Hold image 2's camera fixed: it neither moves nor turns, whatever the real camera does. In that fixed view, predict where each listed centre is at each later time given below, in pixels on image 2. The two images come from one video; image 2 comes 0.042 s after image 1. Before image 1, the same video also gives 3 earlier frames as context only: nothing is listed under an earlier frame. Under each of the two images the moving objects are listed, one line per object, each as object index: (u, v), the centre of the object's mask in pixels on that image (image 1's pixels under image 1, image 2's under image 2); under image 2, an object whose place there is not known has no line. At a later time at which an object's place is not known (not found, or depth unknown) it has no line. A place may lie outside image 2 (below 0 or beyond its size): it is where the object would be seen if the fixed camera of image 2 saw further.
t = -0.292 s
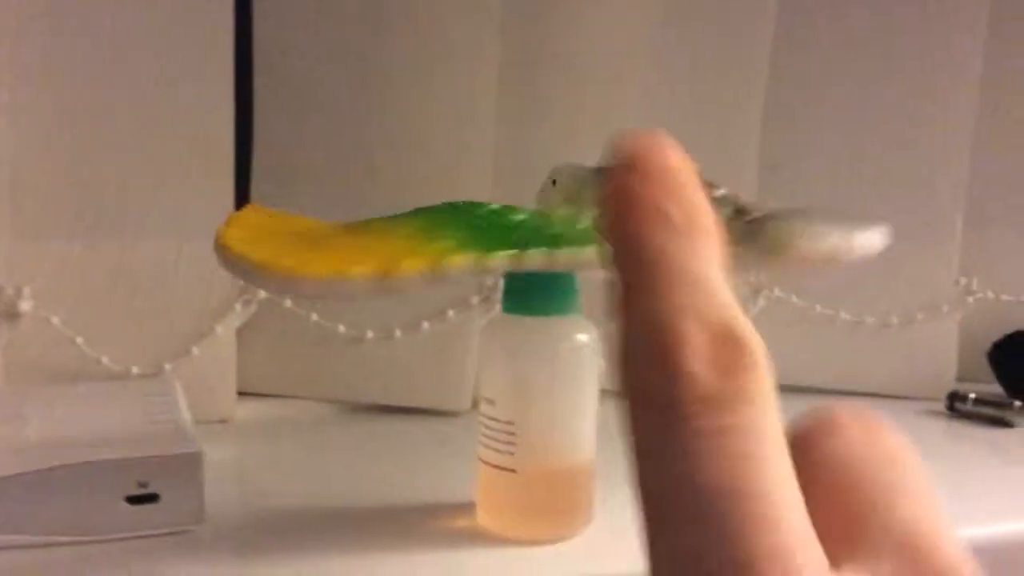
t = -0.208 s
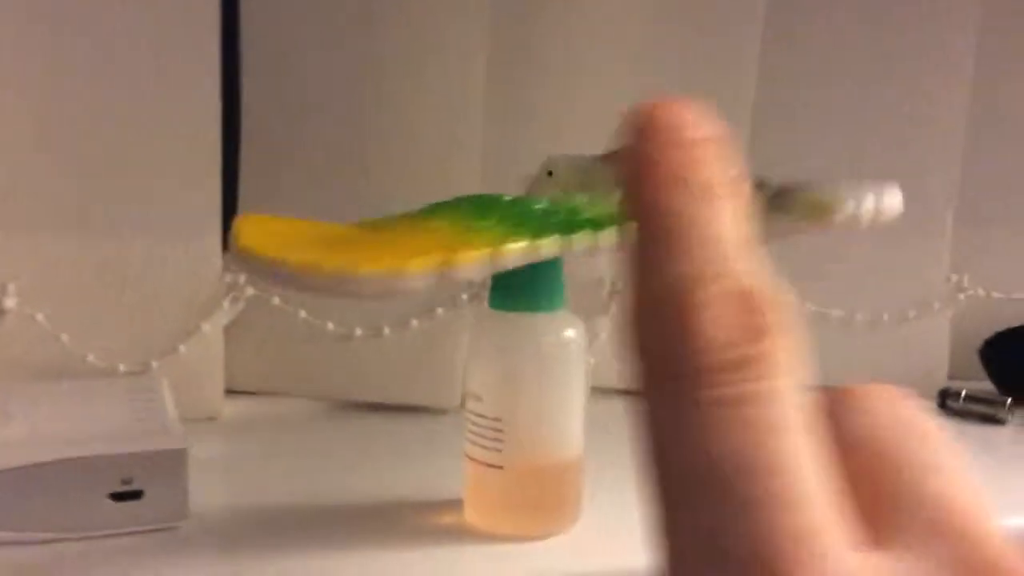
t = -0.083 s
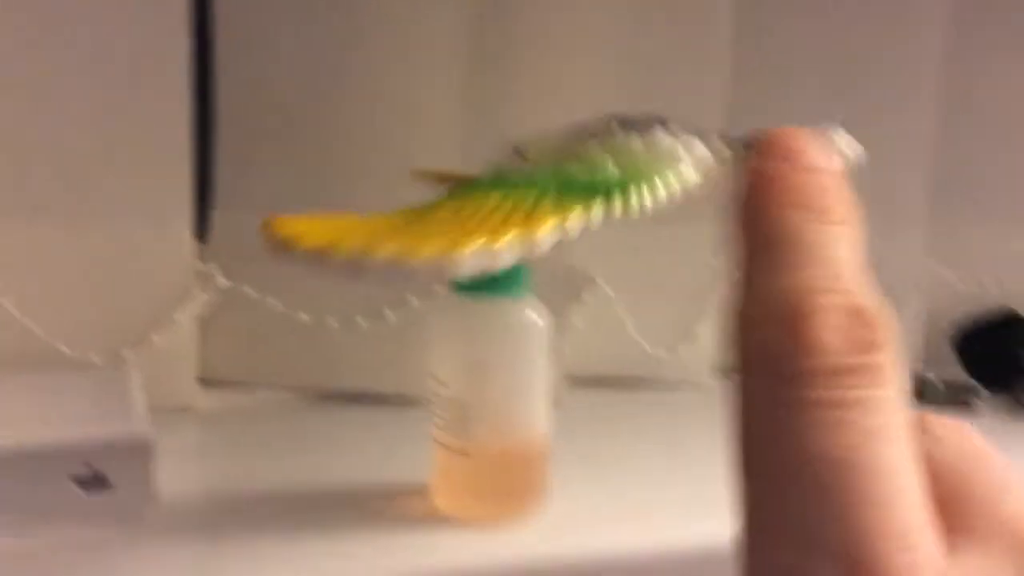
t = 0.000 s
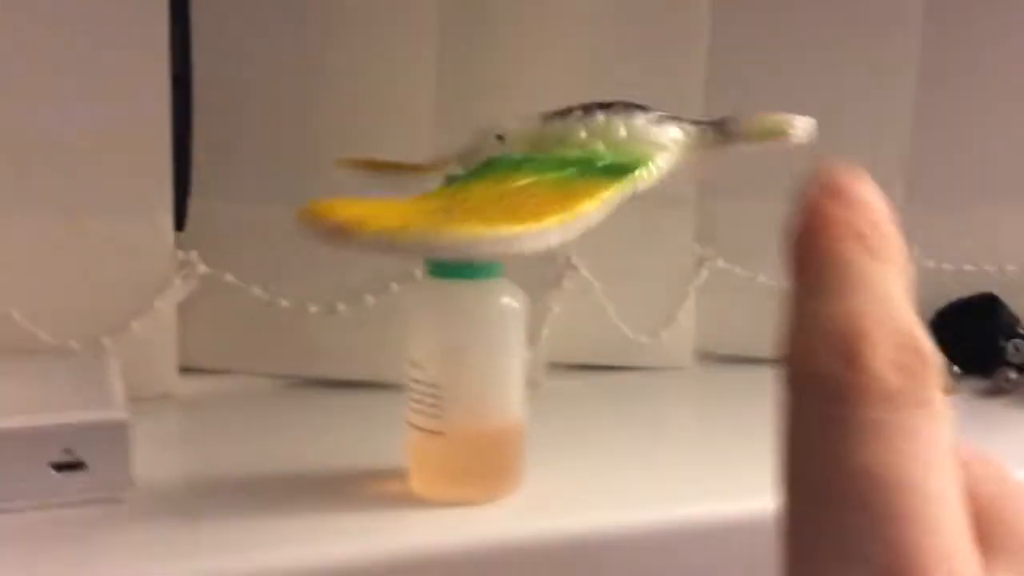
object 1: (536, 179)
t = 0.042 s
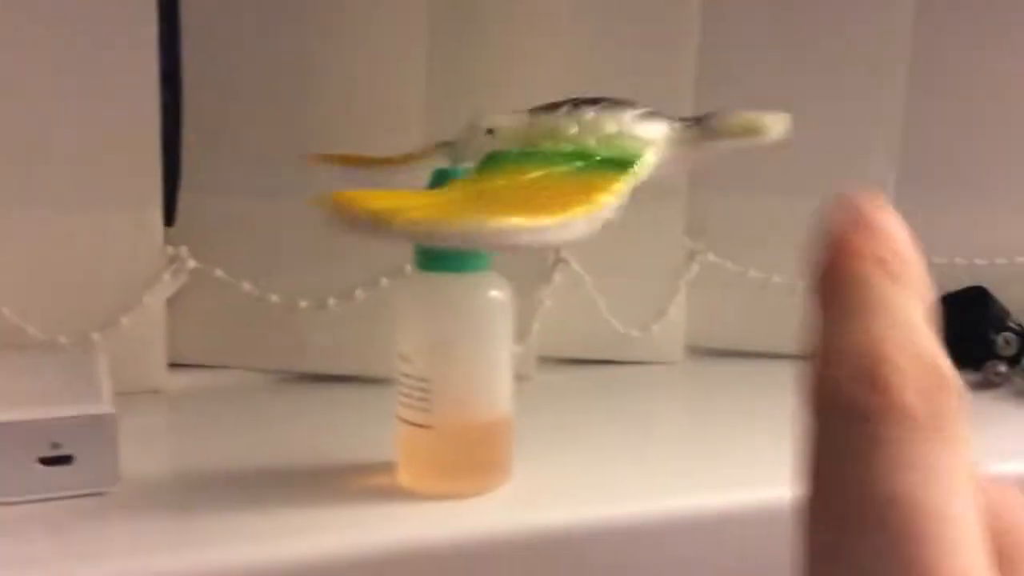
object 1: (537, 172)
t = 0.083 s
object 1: (542, 172)
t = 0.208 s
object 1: (520, 173)
